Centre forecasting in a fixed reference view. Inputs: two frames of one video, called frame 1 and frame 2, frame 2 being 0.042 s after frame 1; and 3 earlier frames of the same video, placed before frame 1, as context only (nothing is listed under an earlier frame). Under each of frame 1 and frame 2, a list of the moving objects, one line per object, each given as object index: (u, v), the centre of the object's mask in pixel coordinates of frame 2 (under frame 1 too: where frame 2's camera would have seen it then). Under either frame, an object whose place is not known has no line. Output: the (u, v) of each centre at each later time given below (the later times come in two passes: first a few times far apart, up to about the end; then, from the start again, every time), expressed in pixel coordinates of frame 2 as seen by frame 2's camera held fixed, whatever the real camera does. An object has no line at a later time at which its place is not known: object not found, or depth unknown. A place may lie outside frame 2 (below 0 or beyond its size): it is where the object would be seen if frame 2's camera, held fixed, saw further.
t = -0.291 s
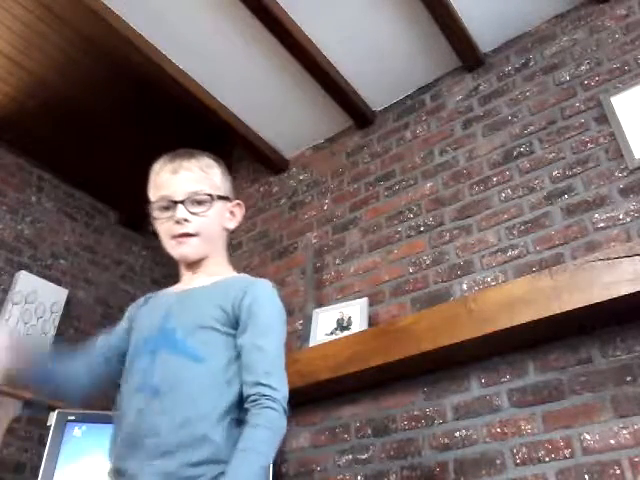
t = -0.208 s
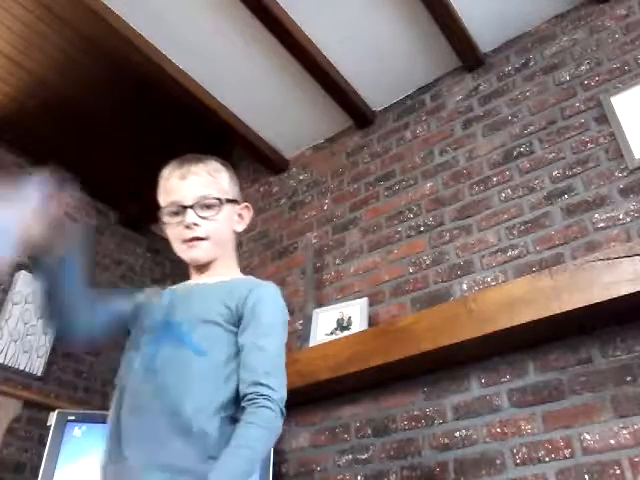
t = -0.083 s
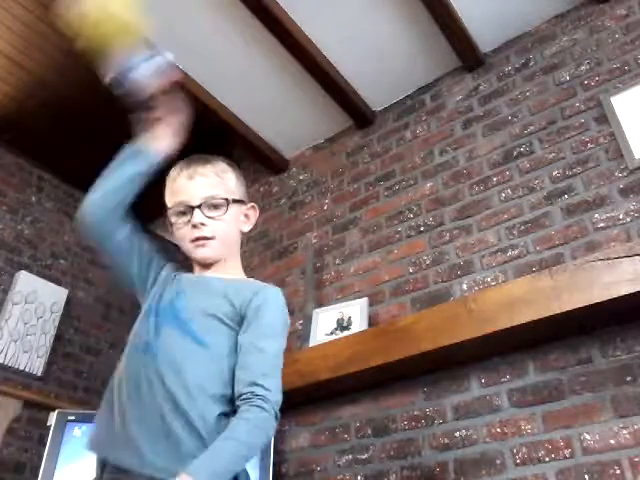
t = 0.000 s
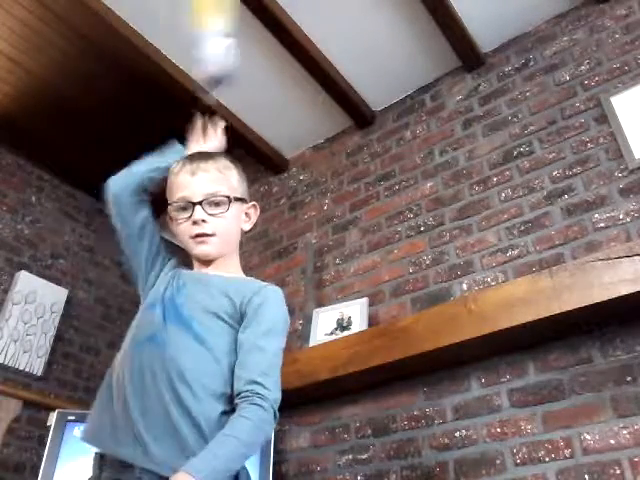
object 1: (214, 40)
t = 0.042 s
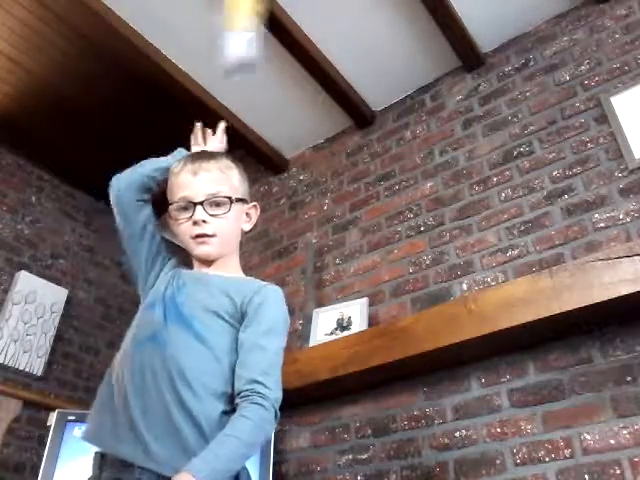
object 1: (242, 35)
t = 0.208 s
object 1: (320, 65)
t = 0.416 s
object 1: (386, 177)
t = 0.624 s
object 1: (430, 293)
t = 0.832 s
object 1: (433, 301)
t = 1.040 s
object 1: (409, 321)
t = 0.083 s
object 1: (265, 30)
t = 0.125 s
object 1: (286, 34)
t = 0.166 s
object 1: (305, 51)
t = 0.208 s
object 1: (320, 65)
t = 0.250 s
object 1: (336, 83)
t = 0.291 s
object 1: (350, 105)
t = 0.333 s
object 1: (362, 125)
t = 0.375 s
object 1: (374, 148)
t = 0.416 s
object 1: (386, 177)
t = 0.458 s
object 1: (399, 208)
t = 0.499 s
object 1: (412, 247)
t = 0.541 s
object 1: (423, 276)
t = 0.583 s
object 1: (431, 293)
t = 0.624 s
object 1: (430, 293)
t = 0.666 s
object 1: (427, 294)
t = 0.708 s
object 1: (425, 296)
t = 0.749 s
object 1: (424, 298)
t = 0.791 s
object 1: (431, 298)
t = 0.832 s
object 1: (433, 301)
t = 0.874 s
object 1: (434, 297)
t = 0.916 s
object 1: (432, 296)
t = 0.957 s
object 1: (413, 305)
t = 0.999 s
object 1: (410, 312)
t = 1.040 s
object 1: (409, 321)
